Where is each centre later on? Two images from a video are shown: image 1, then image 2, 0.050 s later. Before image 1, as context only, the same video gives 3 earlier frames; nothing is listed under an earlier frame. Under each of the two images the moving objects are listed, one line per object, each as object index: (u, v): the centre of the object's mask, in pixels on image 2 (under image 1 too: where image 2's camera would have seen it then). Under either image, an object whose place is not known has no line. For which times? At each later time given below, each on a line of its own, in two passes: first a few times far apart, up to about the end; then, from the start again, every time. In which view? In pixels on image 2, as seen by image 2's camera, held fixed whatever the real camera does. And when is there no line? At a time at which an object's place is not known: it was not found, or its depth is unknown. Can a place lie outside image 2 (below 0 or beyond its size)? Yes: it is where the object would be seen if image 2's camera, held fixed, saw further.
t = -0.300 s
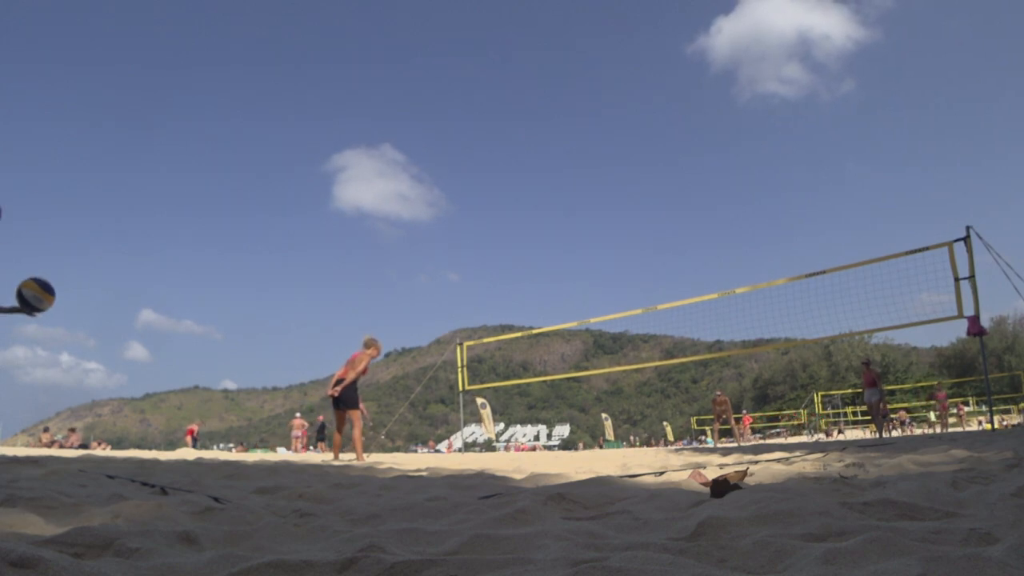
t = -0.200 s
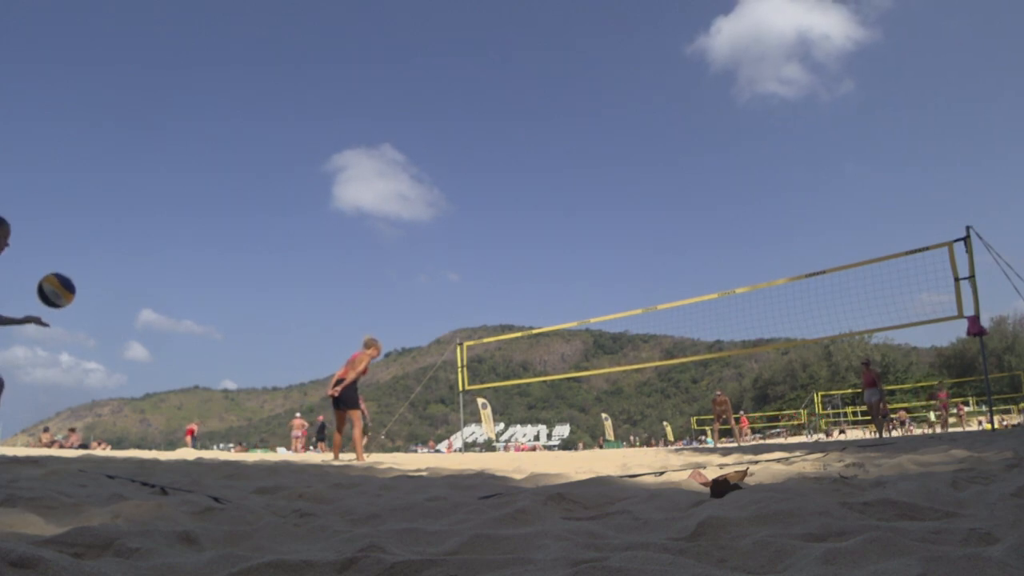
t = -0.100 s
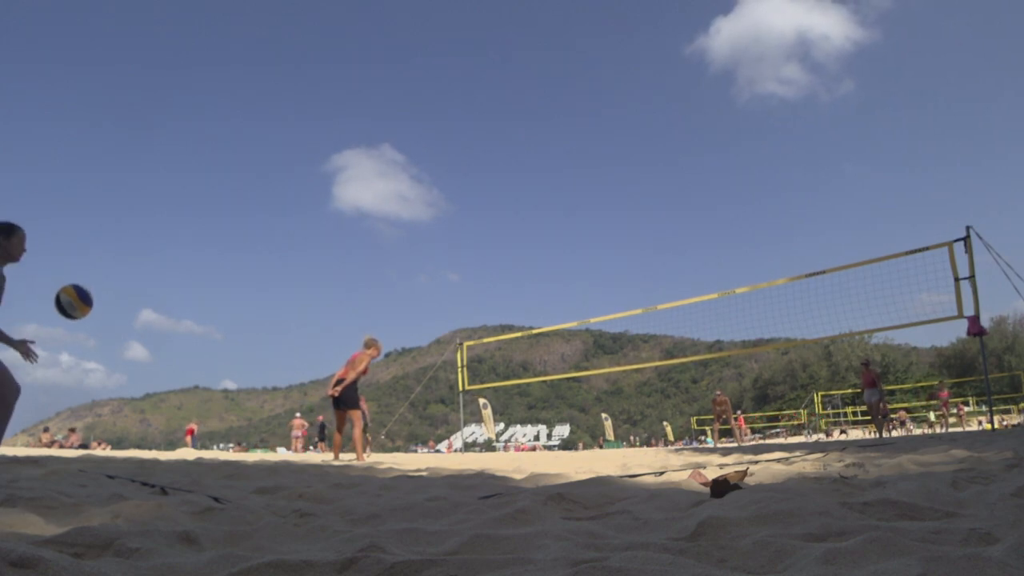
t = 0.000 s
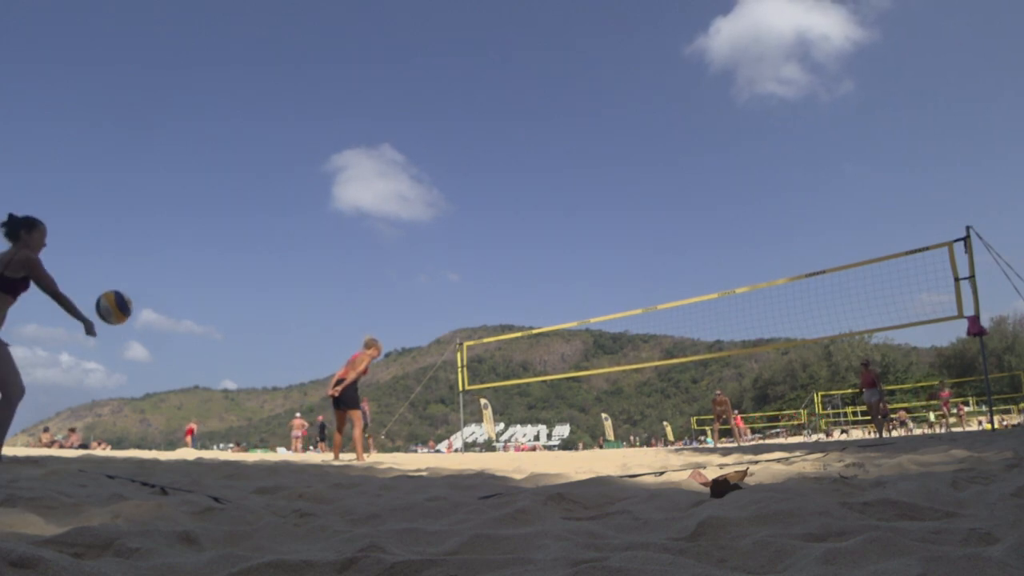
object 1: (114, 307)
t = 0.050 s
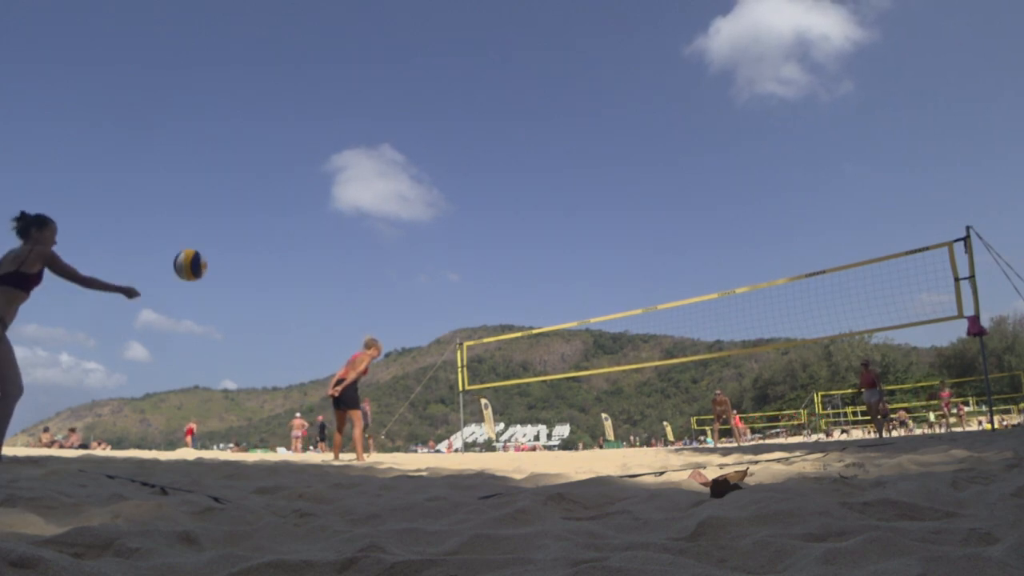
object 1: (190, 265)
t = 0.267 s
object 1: (416, 172)
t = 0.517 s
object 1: (554, 154)
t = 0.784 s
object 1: (643, 181)
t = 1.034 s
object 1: (703, 234)
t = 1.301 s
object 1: (754, 313)
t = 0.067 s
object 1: (213, 253)
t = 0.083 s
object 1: (235, 242)
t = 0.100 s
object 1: (256, 232)
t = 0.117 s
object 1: (276, 223)
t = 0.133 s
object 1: (295, 214)
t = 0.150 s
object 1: (313, 207)
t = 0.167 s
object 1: (330, 200)
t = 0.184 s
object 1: (346, 194)
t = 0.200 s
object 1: (361, 188)
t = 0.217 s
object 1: (376, 183)
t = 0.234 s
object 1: (390, 179)
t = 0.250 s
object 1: (403, 175)
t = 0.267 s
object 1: (416, 172)
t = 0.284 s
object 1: (428, 169)
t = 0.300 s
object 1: (439, 166)
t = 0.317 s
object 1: (450, 163)
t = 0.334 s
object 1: (461, 161)
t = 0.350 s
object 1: (471, 159)
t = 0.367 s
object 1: (481, 158)
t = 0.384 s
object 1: (490, 156)
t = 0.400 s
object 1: (500, 155)
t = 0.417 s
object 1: (508, 154)
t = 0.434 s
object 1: (517, 154)
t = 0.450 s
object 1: (525, 153)
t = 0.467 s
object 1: (533, 153)
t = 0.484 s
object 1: (540, 153)
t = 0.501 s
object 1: (547, 153)
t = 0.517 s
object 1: (554, 154)
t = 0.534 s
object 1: (561, 154)
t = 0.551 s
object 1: (568, 156)
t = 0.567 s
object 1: (574, 156)
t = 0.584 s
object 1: (580, 157)
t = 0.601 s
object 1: (586, 158)
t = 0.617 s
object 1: (592, 160)
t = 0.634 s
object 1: (597, 161)
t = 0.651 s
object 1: (603, 163)
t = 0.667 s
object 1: (609, 164)
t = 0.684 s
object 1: (614, 166)
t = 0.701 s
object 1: (619, 169)
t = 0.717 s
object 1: (624, 171)
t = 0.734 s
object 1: (629, 173)
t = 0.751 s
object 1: (634, 176)
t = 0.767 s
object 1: (639, 178)
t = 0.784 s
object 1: (643, 181)
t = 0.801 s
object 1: (648, 184)
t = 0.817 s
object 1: (653, 187)
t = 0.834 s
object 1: (656, 190)
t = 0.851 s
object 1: (661, 193)
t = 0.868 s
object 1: (665, 196)
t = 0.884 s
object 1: (669, 200)
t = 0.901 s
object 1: (673, 203)
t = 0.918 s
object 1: (677, 207)
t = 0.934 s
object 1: (681, 211)
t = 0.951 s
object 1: (685, 214)
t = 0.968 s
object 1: (688, 218)
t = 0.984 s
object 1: (692, 222)
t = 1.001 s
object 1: (696, 227)
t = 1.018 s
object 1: (699, 230)
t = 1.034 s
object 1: (703, 234)
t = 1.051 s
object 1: (706, 239)
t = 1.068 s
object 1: (710, 243)
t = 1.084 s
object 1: (713, 248)
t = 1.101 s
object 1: (717, 252)
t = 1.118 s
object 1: (720, 257)
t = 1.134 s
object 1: (723, 262)
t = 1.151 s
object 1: (727, 266)
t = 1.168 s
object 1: (730, 271)
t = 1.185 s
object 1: (733, 276)
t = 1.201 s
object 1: (737, 281)
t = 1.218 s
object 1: (740, 285)
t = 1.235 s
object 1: (742, 292)
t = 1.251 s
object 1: (746, 297)
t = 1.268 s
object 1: (749, 302)
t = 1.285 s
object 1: (752, 307)
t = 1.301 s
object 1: (754, 313)
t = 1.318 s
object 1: (757, 318)
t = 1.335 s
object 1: (761, 323)
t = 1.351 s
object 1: (763, 329)
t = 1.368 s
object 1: (766, 334)
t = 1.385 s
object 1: (768, 340)
